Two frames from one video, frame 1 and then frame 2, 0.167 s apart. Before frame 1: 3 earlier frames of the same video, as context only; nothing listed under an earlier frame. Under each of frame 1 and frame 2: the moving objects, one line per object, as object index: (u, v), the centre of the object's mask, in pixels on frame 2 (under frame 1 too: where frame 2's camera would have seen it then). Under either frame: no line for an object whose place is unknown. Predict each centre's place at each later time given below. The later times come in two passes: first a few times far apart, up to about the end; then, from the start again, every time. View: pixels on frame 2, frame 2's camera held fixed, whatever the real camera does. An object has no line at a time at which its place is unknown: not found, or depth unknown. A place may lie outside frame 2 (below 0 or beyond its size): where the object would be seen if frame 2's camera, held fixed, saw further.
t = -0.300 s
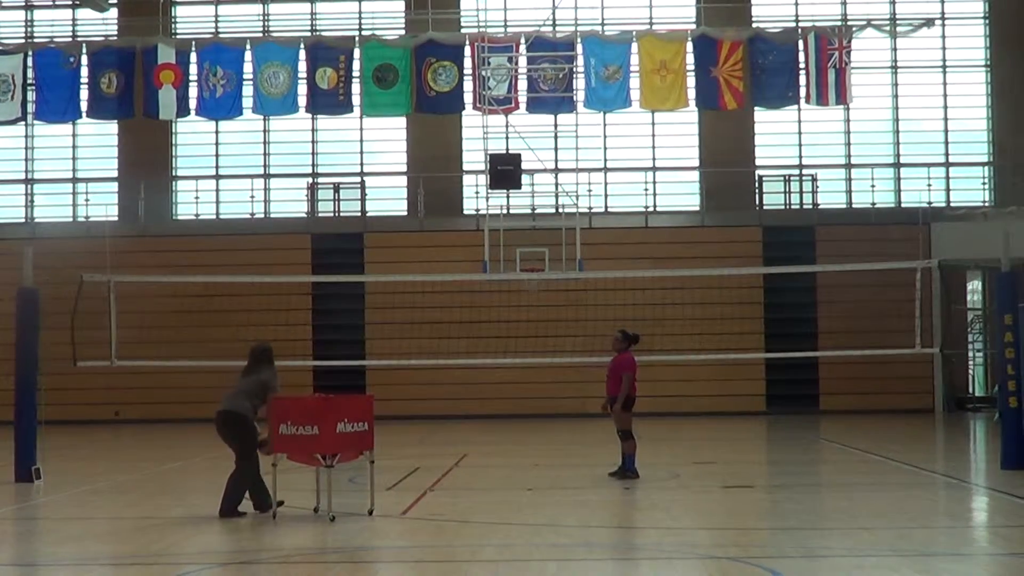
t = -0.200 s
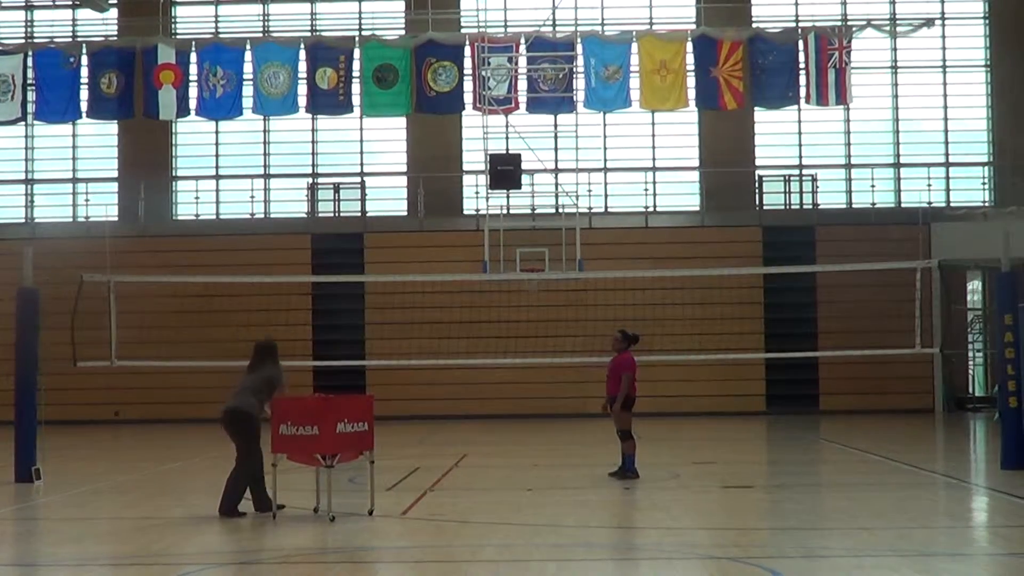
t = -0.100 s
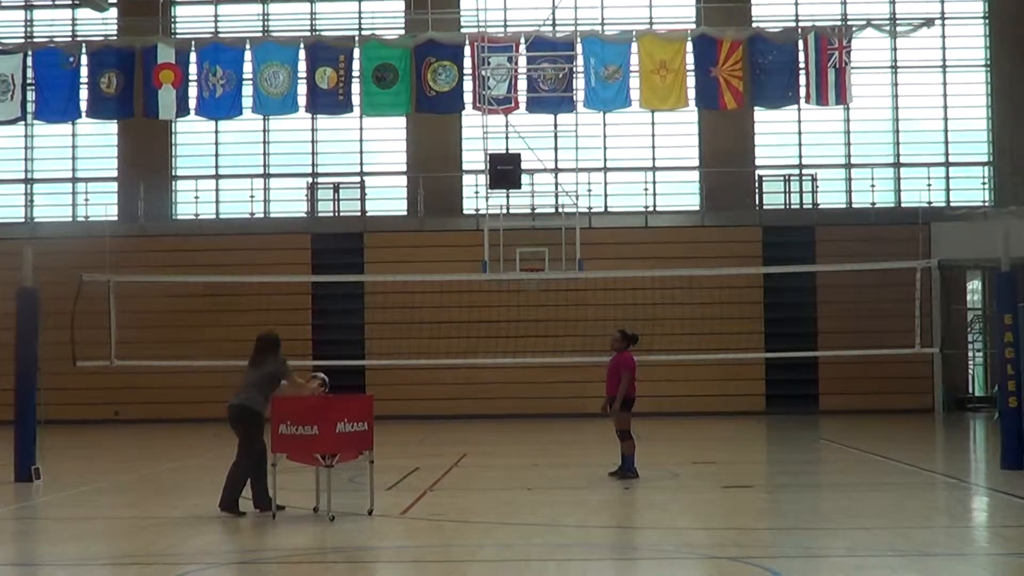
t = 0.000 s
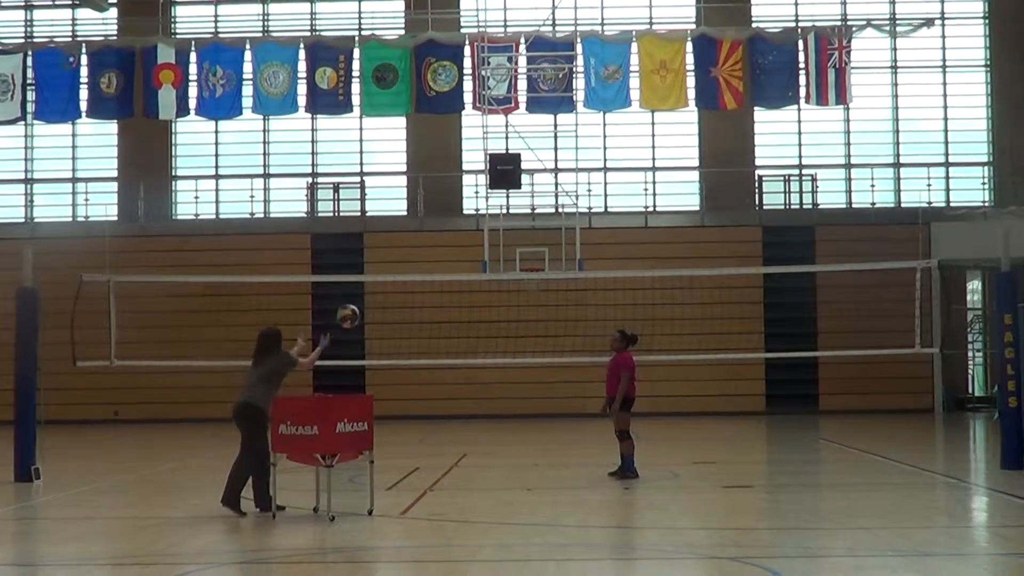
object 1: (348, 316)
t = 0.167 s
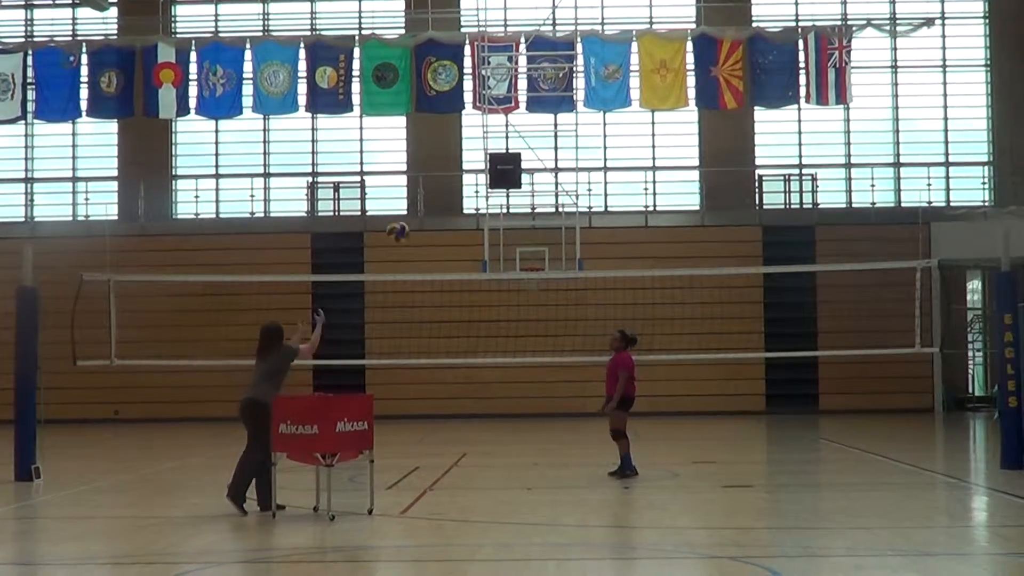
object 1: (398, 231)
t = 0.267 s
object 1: (426, 198)
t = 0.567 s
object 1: (505, 165)
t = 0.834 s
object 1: (570, 211)
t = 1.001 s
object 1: (607, 270)
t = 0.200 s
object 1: (408, 219)
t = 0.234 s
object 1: (417, 208)
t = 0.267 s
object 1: (426, 198)
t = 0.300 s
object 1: (435, 190)
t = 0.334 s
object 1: (445, 183)
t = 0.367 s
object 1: (453, 177)
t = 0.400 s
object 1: (462, 172)
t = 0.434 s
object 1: (471, 169)
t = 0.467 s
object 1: (480, 166)
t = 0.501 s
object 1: (489, 165)
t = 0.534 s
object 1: (497, 165)
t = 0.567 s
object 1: (505, 165)
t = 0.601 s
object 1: (513, 168)
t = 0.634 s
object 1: (522, 171)
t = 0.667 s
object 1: (530, 175)
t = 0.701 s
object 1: (538, 180)
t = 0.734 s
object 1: (547, 186)
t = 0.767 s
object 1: (554, 193)
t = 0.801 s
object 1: (562, 202)
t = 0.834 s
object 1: (570, 211)
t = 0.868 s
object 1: (578, 221)
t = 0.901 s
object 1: (585, 231)
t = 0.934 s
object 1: (592, 243)
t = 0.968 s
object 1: (600, 256)
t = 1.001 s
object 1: (607, 270)
